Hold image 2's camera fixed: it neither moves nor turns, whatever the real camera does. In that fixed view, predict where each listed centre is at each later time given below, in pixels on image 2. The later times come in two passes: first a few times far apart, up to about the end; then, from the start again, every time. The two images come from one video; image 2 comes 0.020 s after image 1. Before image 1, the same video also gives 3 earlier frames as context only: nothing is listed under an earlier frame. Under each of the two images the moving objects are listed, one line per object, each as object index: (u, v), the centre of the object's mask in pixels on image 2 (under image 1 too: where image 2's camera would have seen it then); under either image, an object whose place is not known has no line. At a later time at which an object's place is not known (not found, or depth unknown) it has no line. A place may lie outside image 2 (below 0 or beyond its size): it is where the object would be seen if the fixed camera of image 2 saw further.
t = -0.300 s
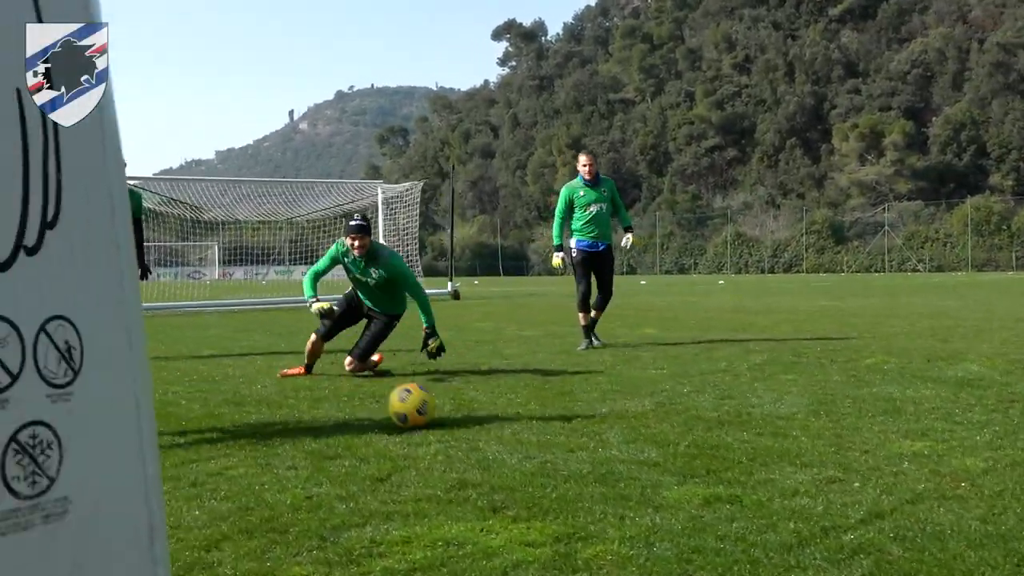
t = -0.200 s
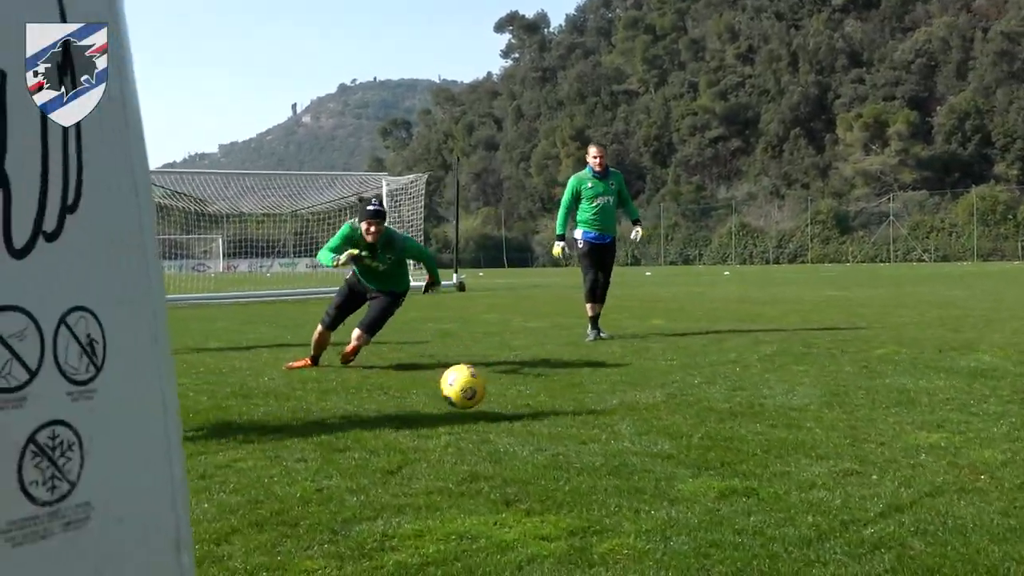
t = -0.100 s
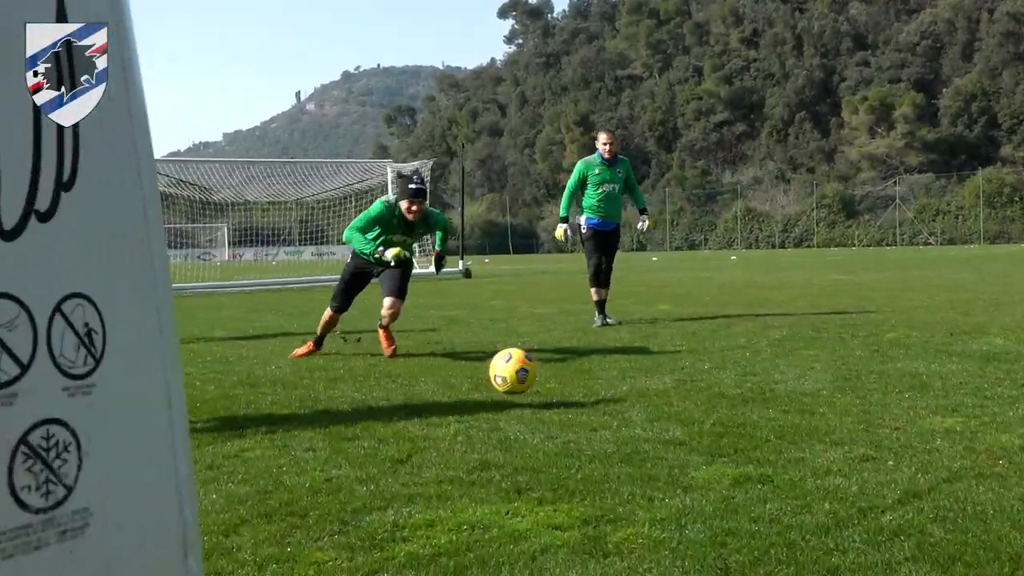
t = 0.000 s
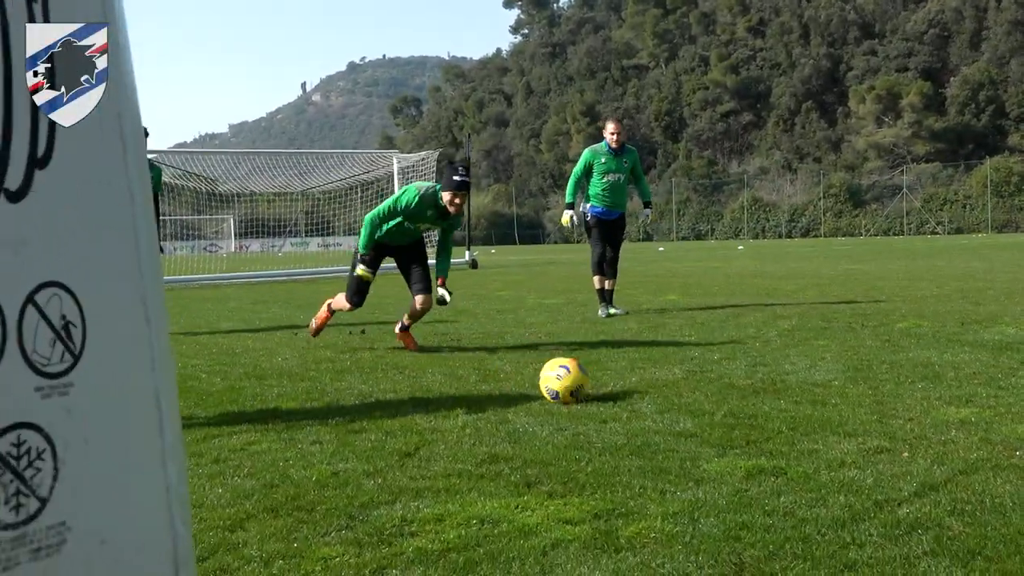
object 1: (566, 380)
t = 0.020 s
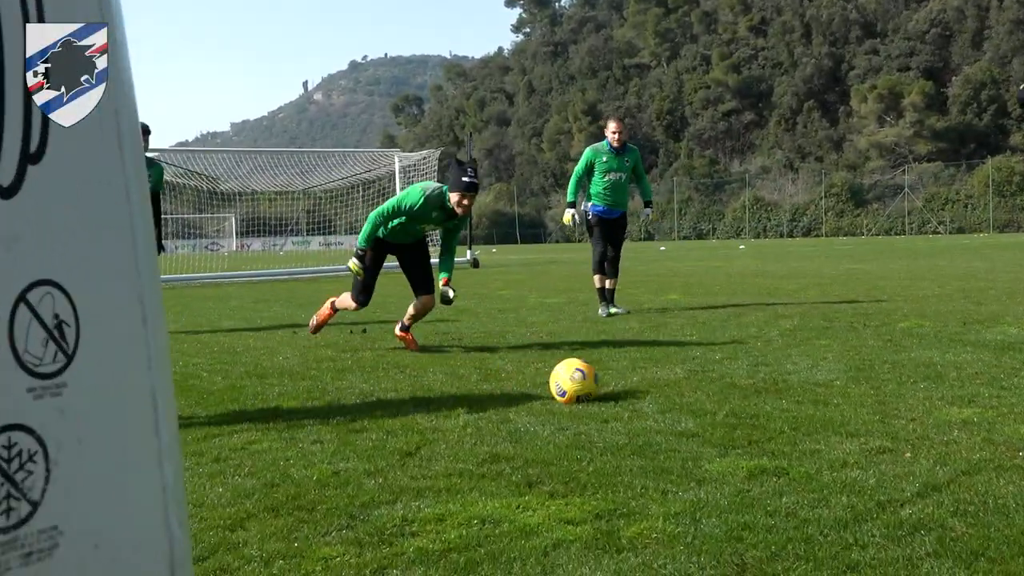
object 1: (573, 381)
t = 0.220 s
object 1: (665, 379)
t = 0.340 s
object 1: (718, 381)
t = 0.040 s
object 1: (582, 379)
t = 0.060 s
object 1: (591, 377)
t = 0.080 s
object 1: (601, 377)
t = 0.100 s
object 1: (611, 376)
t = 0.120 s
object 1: (620, 376)
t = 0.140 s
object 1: (629, 377)
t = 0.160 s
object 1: (638, 378)
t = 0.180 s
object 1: (647, 380)
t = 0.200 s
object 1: (656, 380)
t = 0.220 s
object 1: (665, 379)
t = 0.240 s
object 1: (674, 379)
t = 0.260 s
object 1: (683, 379)
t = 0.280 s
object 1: (691, 379)
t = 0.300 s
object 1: (701, 380)
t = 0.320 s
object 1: (709, 381)
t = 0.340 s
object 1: (718, 381)
